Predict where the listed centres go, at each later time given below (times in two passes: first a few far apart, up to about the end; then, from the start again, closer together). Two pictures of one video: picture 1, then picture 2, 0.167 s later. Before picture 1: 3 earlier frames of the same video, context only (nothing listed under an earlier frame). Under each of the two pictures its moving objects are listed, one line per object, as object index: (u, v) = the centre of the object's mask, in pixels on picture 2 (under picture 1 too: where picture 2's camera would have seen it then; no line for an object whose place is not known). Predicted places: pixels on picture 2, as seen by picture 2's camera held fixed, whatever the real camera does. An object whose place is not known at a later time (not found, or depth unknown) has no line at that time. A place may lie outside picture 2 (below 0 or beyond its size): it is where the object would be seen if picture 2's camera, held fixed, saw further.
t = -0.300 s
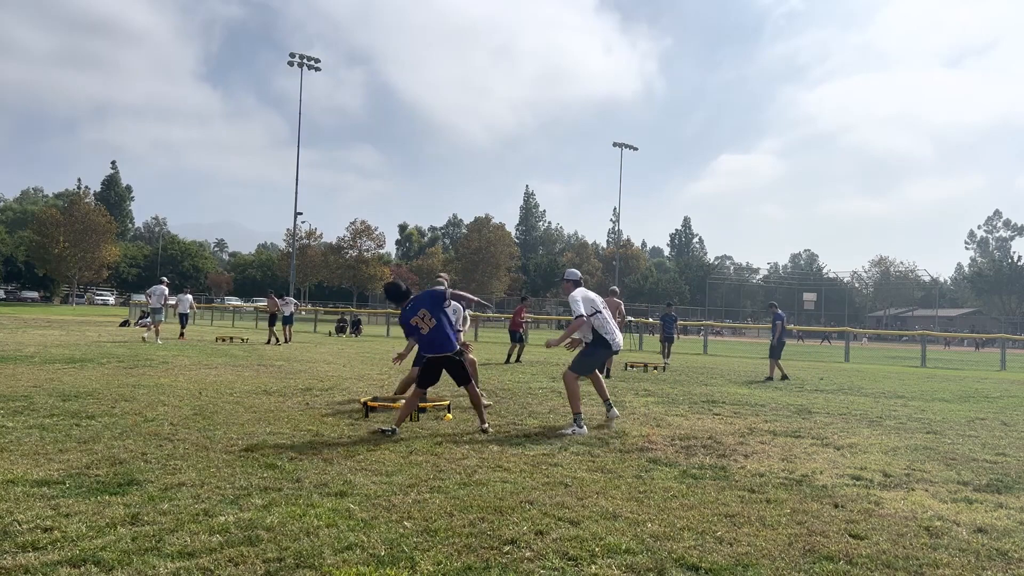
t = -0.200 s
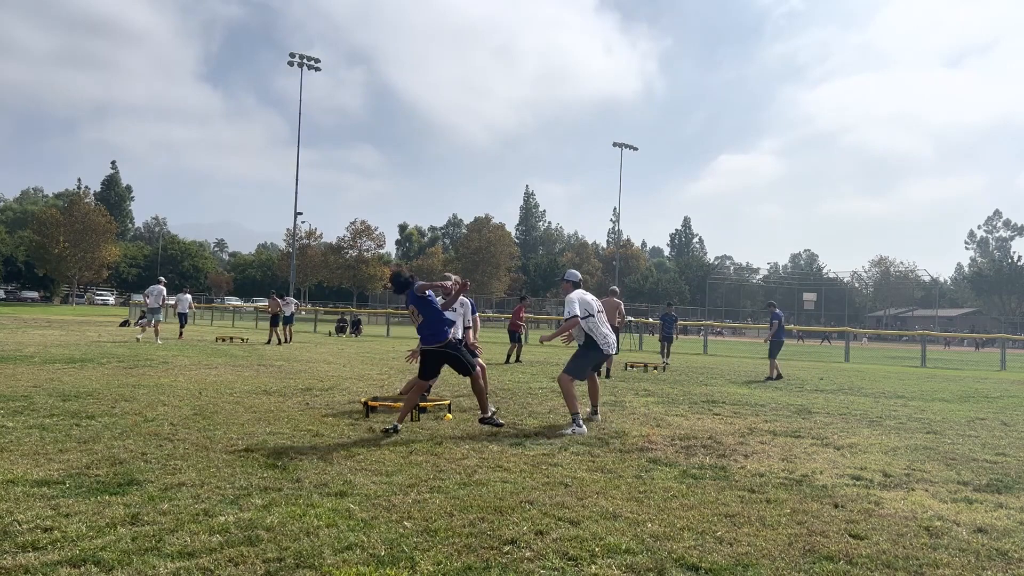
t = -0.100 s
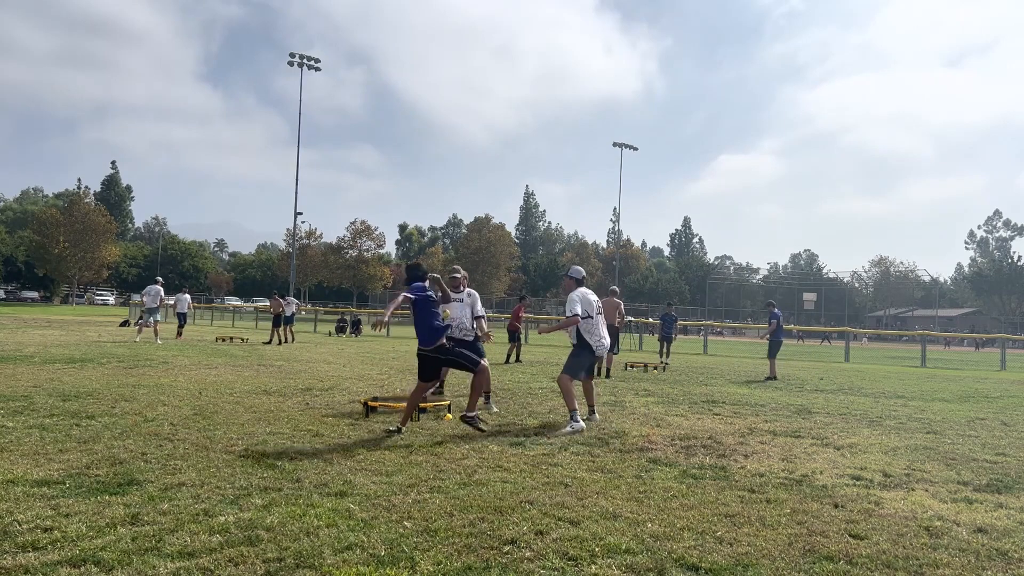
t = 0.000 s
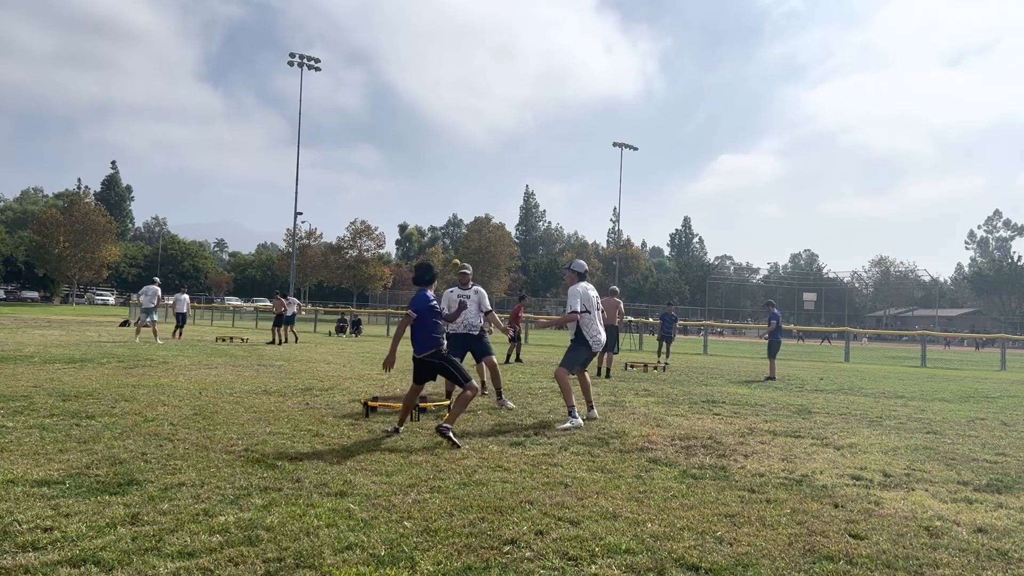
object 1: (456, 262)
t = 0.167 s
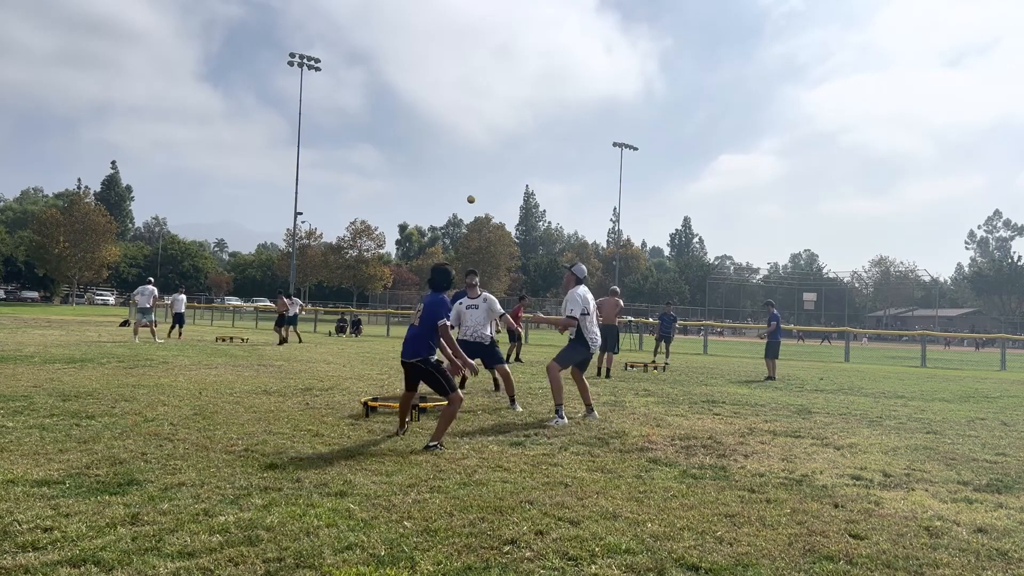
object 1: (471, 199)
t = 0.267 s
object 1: (479, 172)
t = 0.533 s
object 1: (501, 141)
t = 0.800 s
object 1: (520, 172)
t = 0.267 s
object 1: (479, 172)
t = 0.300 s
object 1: (482, 165)
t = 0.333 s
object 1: (485, 158)
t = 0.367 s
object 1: (488, 153)
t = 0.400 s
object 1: (490, 148)
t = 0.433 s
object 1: (493, 145)
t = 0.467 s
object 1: (496, 143)
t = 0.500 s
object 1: (498, 141)
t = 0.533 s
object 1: (501, 141)
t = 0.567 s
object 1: (503, 141)
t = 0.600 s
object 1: (506, 143)
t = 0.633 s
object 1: (508, 145)
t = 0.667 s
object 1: (510, 148)
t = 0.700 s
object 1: (513, 153)
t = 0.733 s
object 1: (515, 158)
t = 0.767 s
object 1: (518, 165)
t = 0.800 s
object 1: (520, 172)
